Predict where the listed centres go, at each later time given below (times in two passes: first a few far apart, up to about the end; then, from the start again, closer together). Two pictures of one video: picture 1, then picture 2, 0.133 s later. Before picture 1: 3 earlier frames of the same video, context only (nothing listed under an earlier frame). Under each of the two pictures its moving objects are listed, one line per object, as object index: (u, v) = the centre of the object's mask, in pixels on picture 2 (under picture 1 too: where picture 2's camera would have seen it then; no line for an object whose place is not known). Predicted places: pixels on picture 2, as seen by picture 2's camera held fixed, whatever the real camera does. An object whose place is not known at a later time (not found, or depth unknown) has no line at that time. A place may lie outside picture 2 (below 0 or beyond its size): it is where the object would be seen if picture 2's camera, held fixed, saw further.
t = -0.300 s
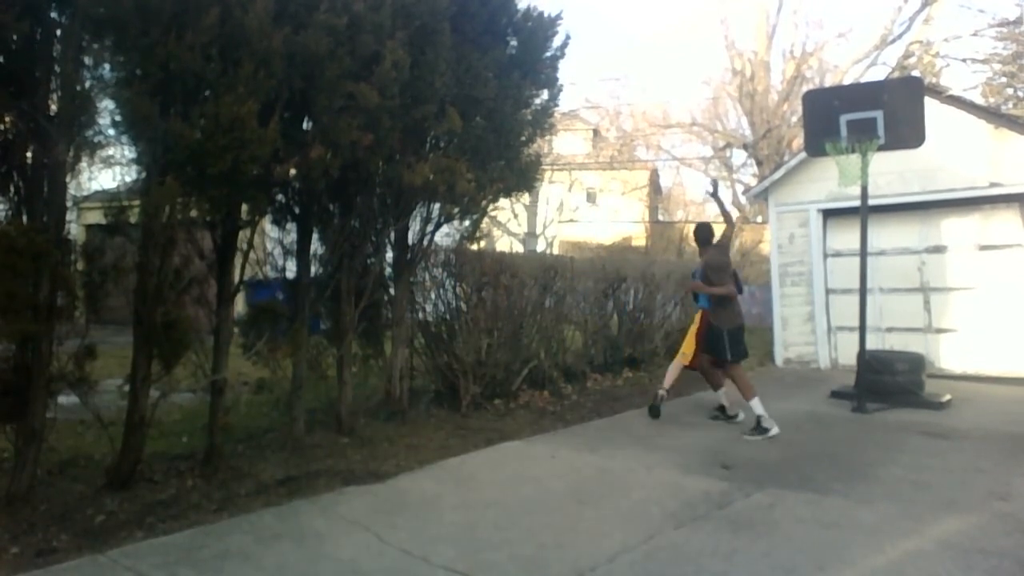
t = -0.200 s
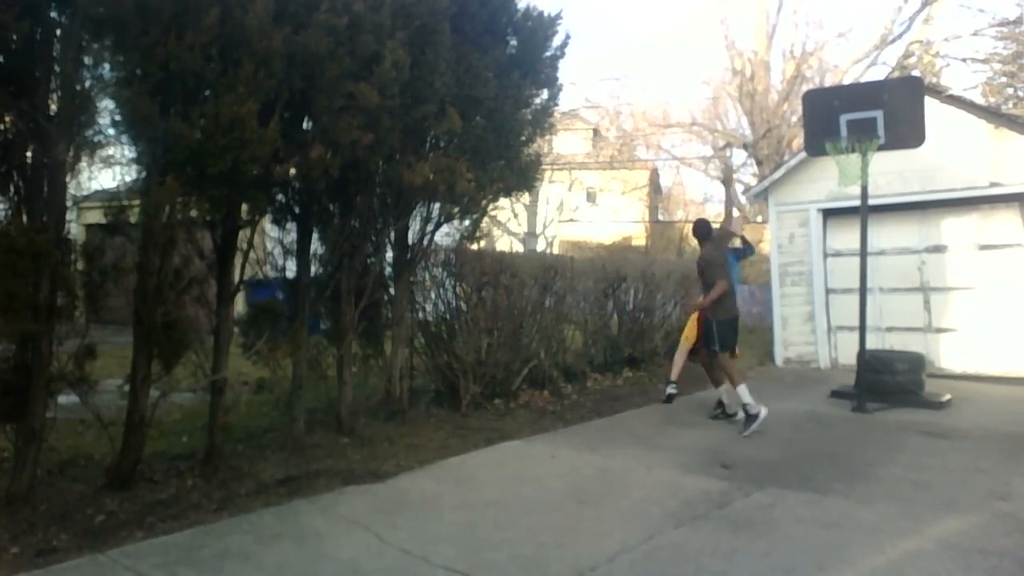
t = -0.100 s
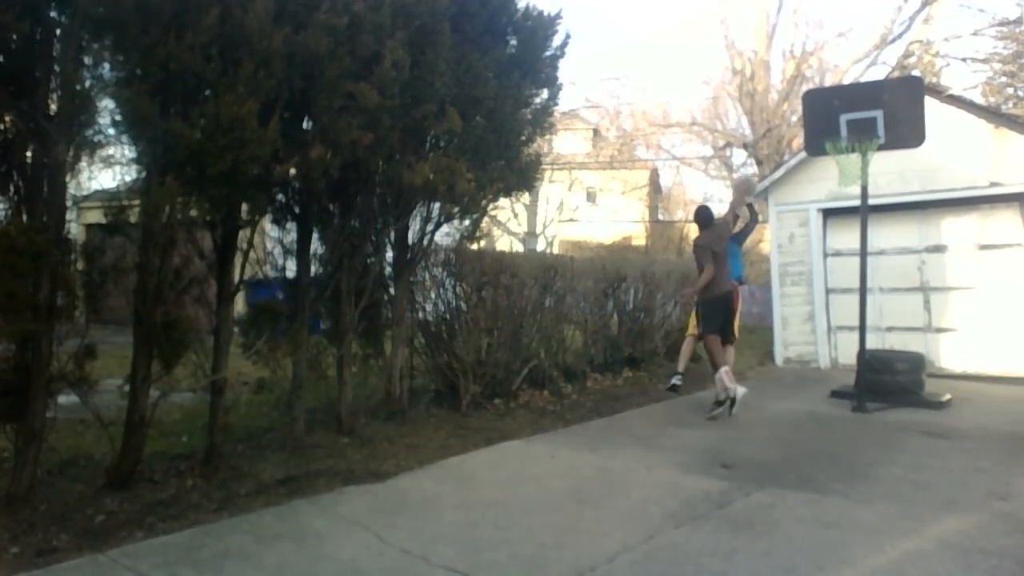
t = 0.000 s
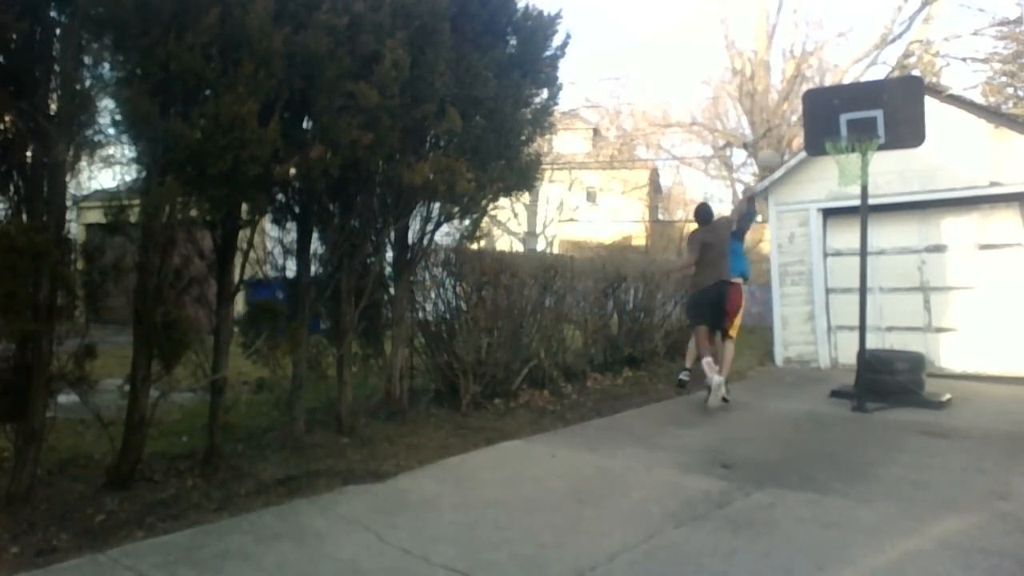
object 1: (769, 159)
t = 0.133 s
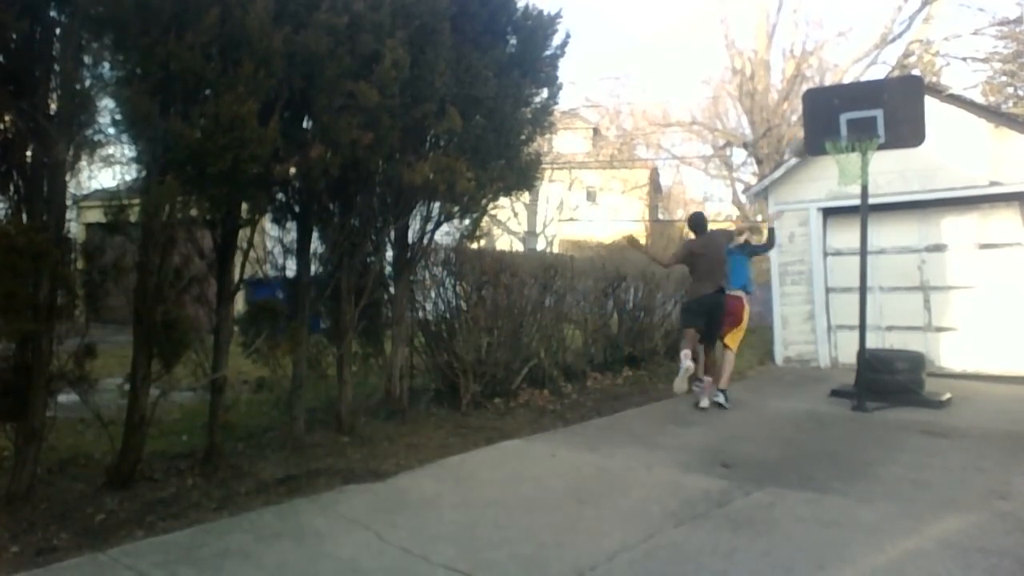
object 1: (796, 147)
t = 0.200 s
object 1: (812, 152)
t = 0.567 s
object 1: (894, 212)
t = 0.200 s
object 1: (812, 152)
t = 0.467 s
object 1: (876, 183)
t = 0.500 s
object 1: (881, 193)
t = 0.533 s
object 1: (888, 202)
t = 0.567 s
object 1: (894, 212)
